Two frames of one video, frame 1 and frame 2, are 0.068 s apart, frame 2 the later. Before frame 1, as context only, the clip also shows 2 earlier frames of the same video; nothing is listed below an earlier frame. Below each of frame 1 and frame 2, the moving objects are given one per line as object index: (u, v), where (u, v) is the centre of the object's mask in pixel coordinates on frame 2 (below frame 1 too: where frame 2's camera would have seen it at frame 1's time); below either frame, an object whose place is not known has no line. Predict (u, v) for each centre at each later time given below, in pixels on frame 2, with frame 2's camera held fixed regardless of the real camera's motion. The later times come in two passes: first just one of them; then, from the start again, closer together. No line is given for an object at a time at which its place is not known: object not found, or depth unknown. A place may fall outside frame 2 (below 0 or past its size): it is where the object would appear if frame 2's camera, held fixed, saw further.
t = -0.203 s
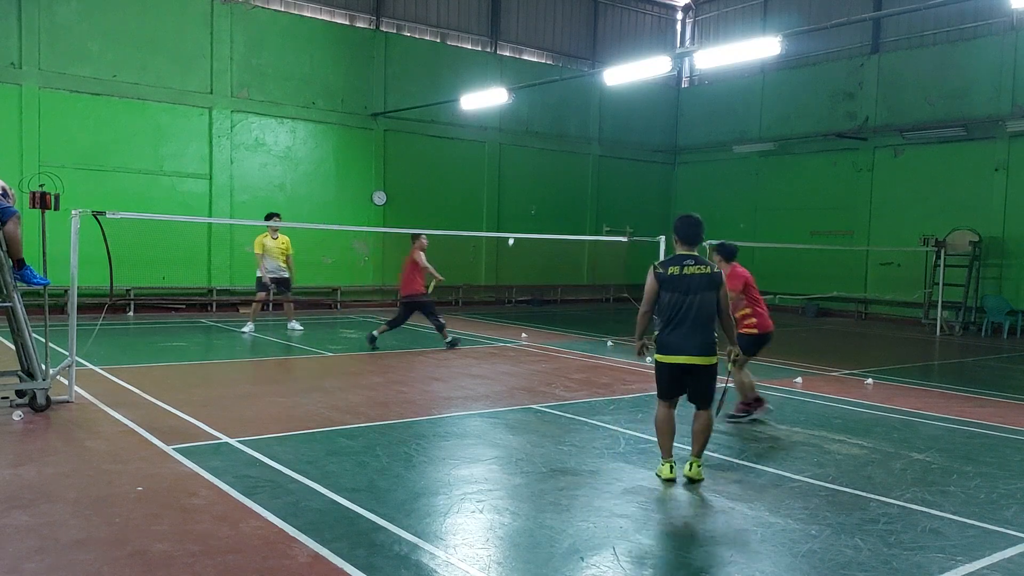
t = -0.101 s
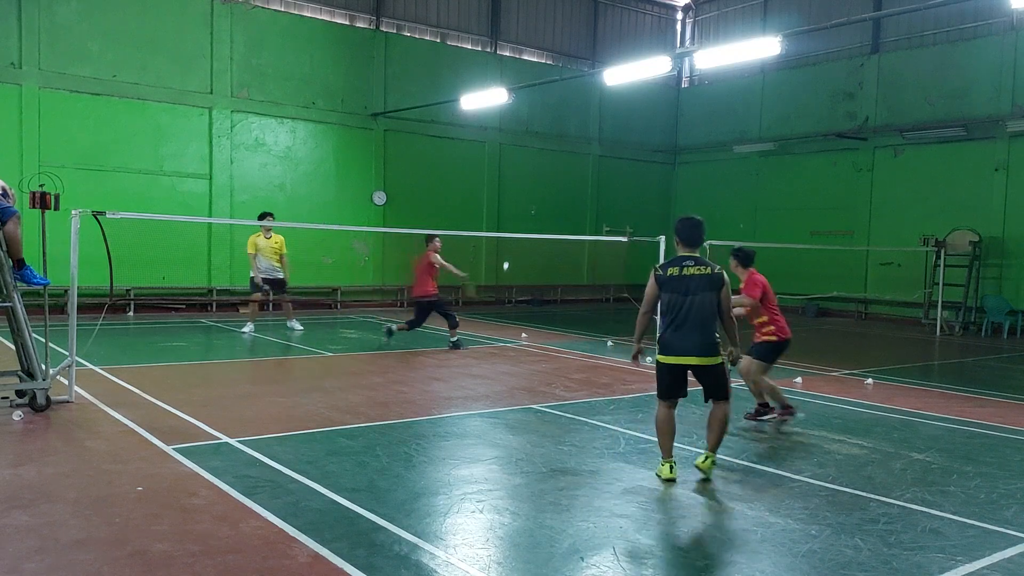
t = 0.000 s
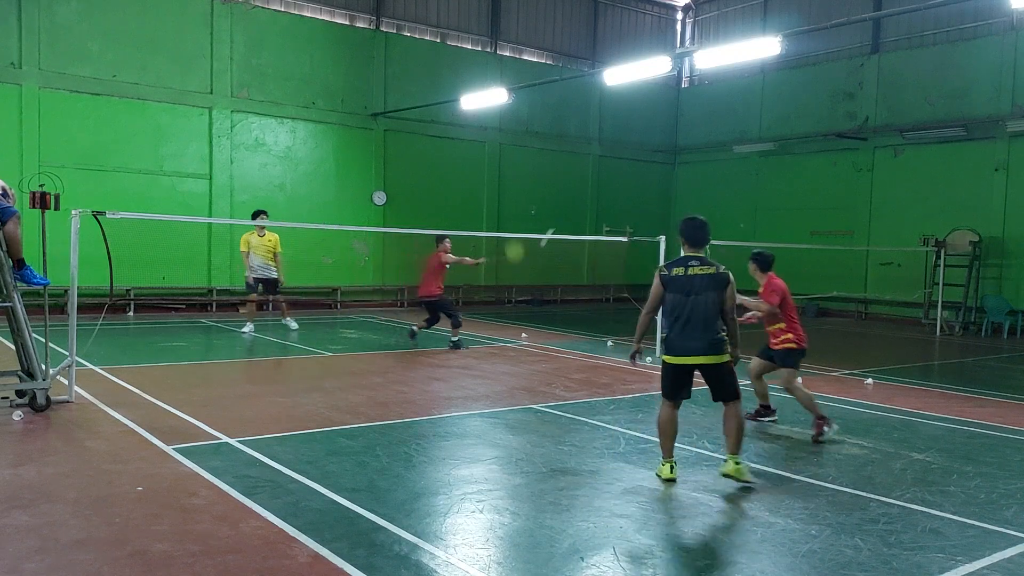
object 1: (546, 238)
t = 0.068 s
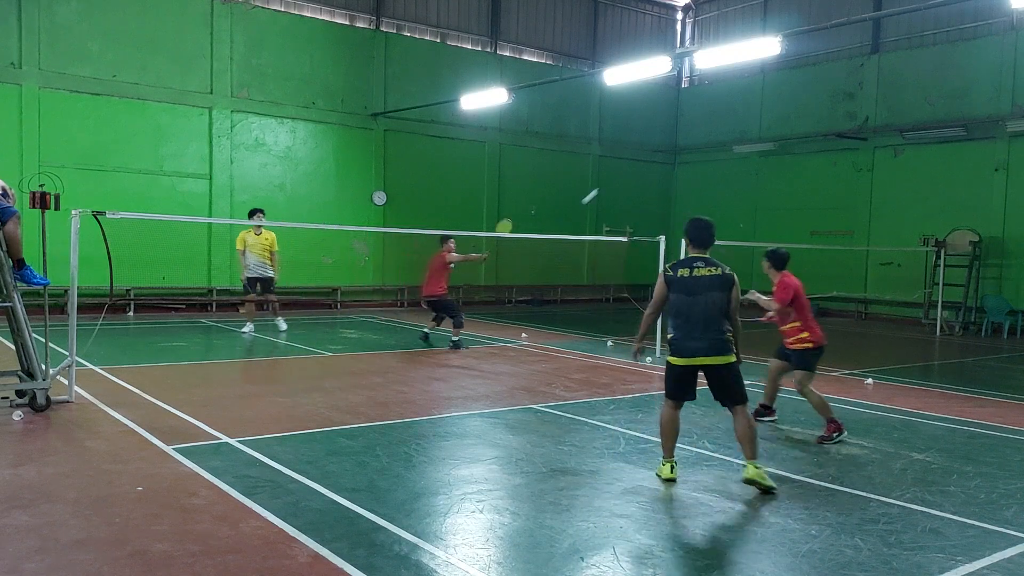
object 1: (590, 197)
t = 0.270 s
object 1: (701, 108)
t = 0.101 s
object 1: (610, 178)
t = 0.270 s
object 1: (701, 108)
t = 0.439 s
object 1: (783, 68)
